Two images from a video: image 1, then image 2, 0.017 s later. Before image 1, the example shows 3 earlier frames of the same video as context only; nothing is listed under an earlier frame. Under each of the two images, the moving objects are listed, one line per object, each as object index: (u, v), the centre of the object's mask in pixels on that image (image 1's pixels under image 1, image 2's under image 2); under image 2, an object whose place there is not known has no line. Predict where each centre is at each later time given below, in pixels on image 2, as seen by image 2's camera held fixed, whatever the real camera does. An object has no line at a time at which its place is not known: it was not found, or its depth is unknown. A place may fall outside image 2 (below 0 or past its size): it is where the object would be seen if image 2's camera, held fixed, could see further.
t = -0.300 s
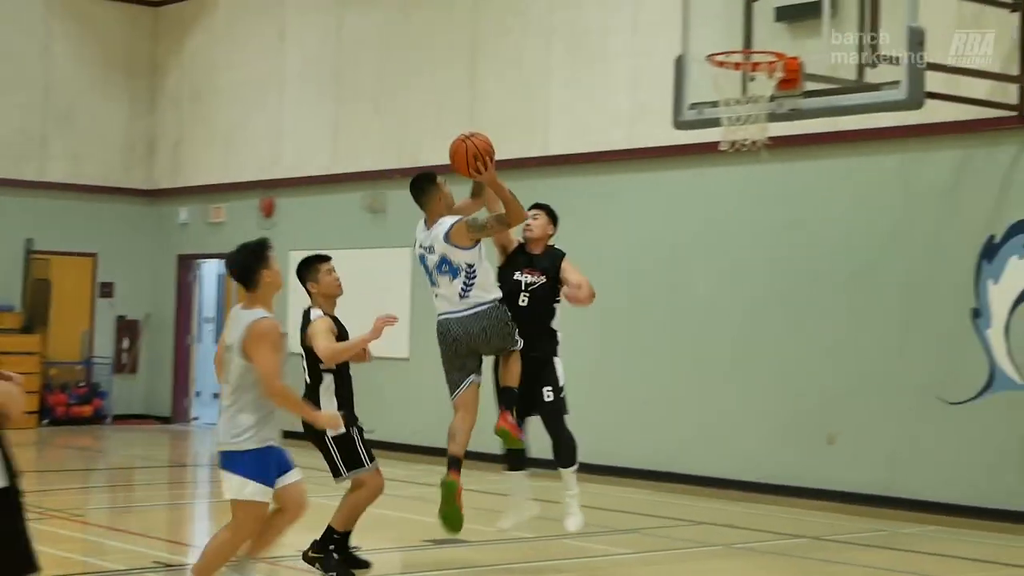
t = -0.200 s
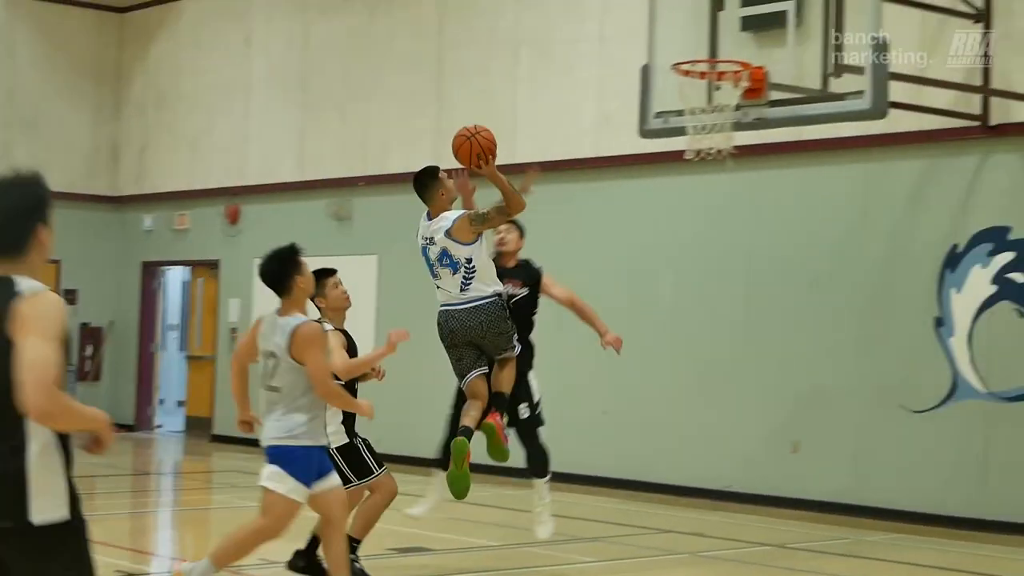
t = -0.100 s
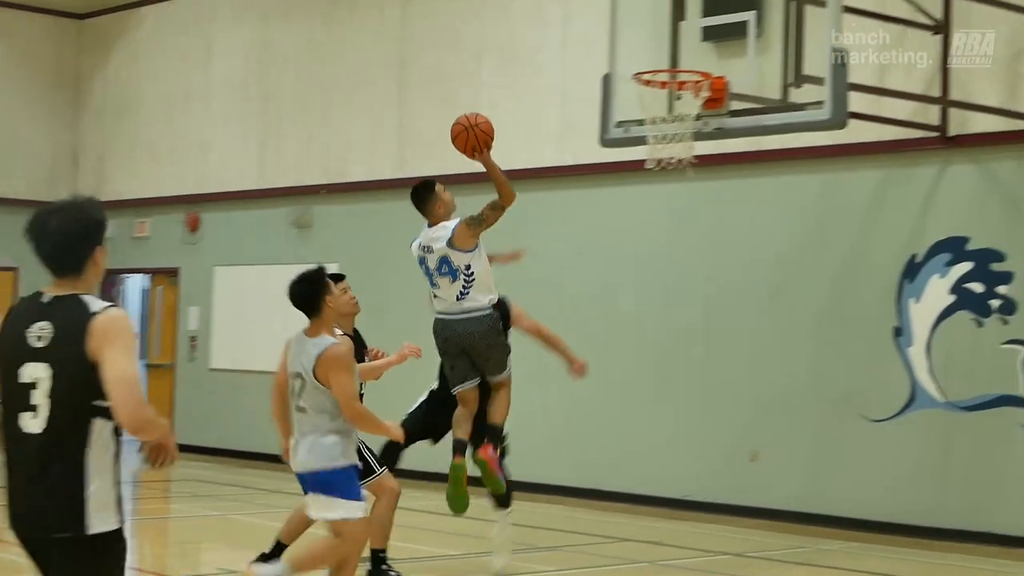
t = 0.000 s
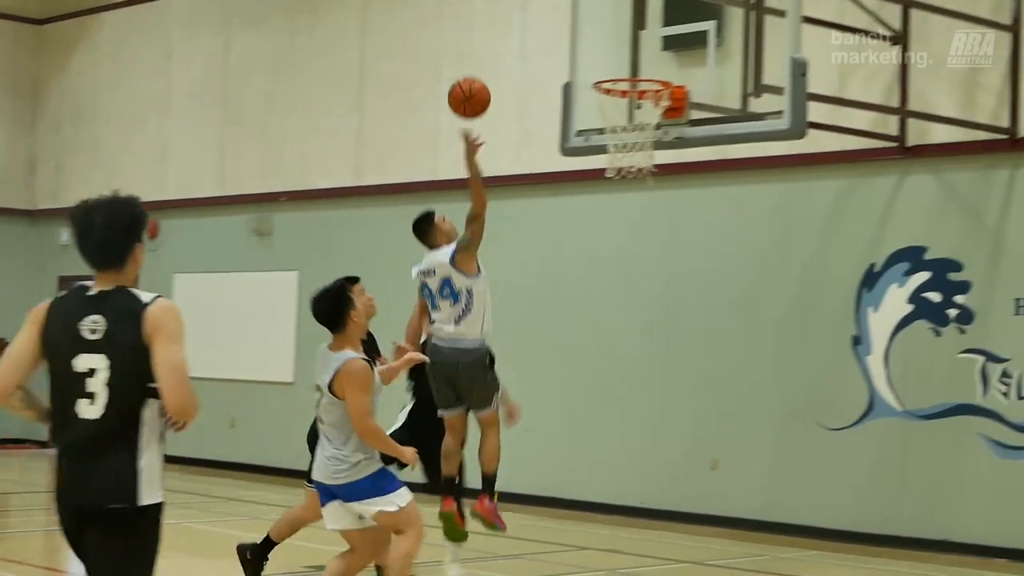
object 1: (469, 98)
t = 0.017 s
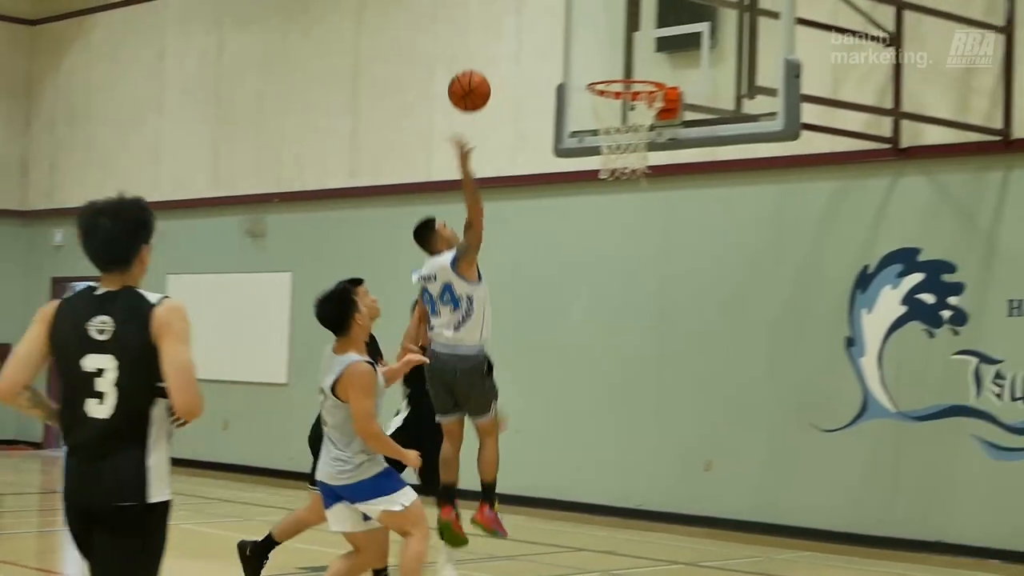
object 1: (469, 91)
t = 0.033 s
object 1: (477, 83)
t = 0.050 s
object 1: (484, 76)
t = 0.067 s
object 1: (490, 70)
